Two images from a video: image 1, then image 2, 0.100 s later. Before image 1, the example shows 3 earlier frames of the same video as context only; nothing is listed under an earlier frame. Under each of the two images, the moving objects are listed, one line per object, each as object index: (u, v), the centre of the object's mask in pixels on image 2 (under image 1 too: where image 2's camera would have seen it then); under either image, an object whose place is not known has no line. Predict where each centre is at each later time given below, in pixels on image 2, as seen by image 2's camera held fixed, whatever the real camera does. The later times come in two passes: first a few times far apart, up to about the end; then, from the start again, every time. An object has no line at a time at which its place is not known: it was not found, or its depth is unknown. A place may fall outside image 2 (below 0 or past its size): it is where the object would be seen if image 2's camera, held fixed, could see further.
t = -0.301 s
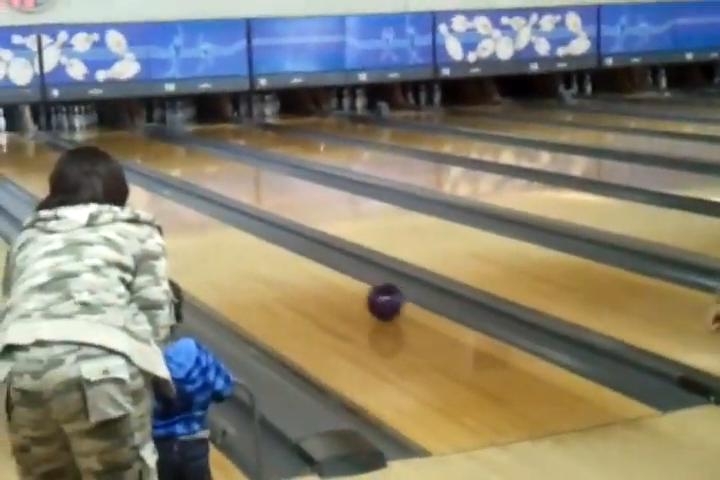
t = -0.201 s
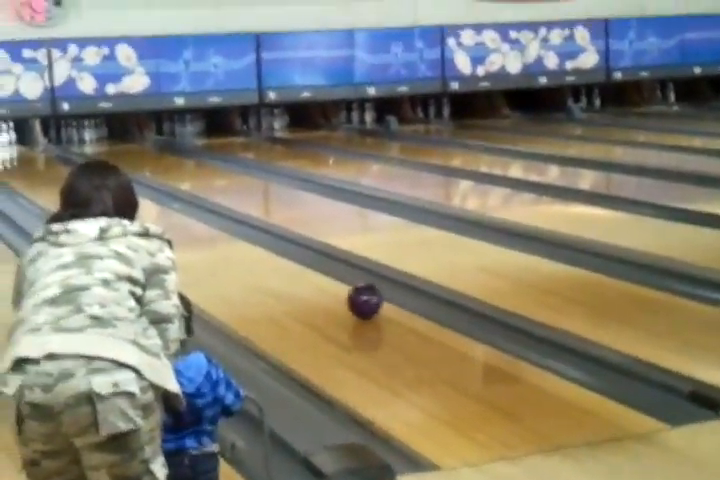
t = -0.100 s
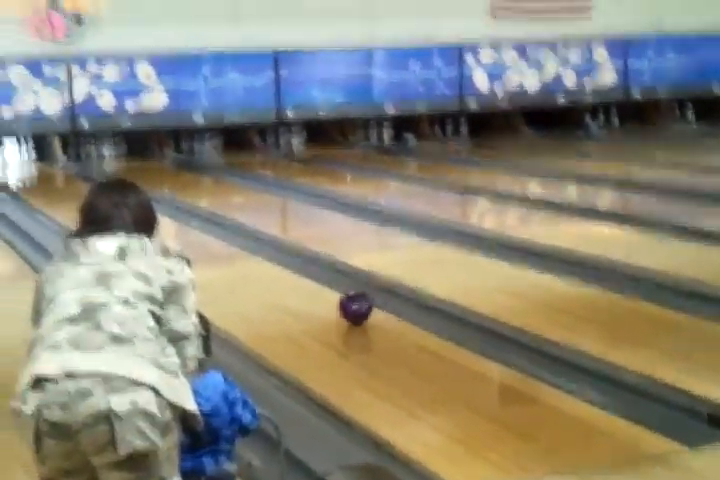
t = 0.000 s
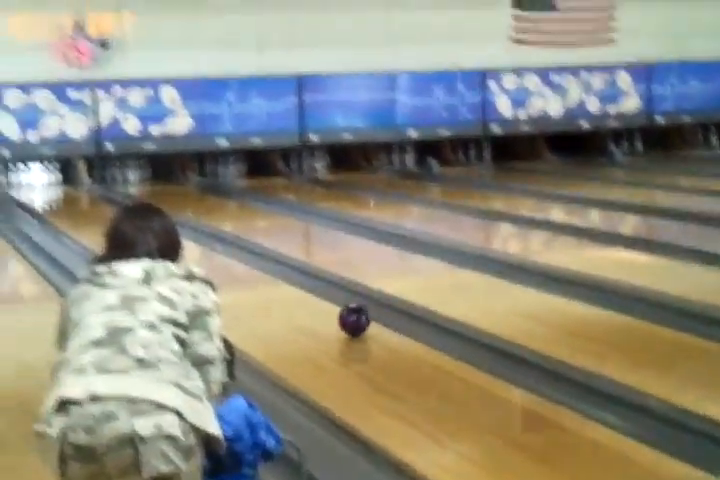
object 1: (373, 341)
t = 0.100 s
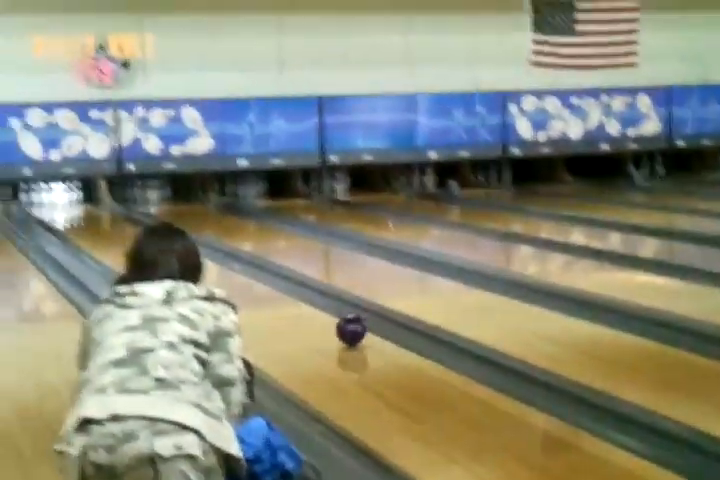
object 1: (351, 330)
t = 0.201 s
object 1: (332, 321)
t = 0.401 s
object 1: (297, 303)
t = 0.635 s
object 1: (264, 287)
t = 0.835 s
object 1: (239, 276)
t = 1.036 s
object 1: (219, 266)
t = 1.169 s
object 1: (209, 257)
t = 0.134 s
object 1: (344, 327)
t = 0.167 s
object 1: (338, 324)
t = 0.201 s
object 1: (332, 321)
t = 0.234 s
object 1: (325, 318)
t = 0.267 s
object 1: (320, 314)
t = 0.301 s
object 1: (314, 311)
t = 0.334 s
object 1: (308, 309)
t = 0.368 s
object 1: (302, 306)
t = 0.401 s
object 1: (297, 303)
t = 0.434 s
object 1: (293, 300)
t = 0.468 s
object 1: (288, 298)
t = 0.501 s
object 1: (284, 296)
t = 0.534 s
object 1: (278, 294)
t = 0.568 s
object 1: (273, 291)
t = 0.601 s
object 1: (268, 289)
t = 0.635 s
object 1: (264, 287)
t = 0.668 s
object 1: (259, 285)
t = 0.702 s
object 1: (255, 283)
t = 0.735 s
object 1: (251, 281)
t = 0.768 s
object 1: (247, 279)
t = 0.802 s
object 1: (243, 277)
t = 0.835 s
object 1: (239, 276)
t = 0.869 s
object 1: (235, 274)
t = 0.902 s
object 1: (231, 273)
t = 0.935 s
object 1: (228, 270)
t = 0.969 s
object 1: (224, 270)
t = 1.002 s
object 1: (222, 267)
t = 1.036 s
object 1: (219, 266)
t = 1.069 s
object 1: (216, 264)
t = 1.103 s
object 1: (213, 262)
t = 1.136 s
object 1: (211, 259)
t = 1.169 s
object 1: (209, 257)
